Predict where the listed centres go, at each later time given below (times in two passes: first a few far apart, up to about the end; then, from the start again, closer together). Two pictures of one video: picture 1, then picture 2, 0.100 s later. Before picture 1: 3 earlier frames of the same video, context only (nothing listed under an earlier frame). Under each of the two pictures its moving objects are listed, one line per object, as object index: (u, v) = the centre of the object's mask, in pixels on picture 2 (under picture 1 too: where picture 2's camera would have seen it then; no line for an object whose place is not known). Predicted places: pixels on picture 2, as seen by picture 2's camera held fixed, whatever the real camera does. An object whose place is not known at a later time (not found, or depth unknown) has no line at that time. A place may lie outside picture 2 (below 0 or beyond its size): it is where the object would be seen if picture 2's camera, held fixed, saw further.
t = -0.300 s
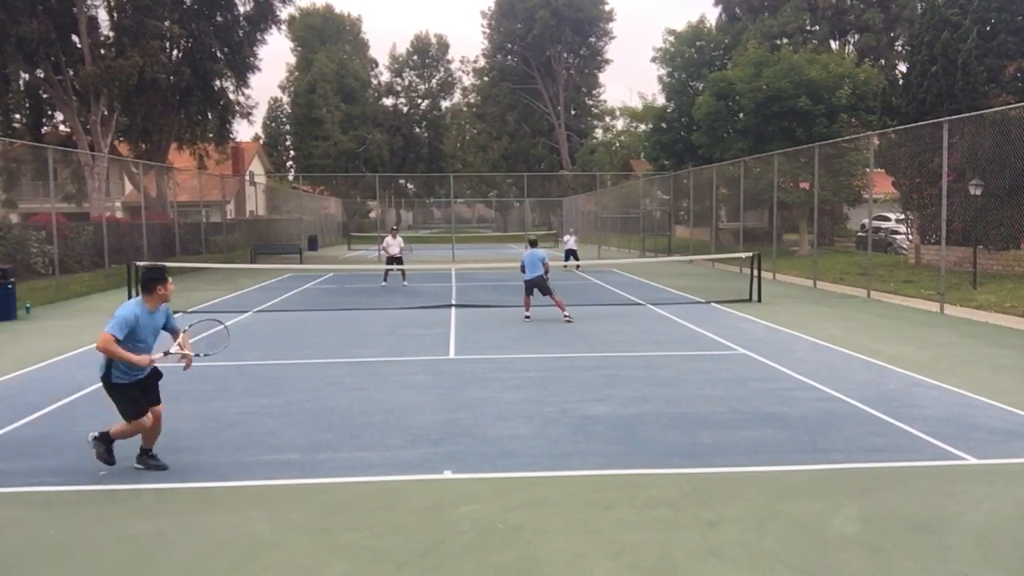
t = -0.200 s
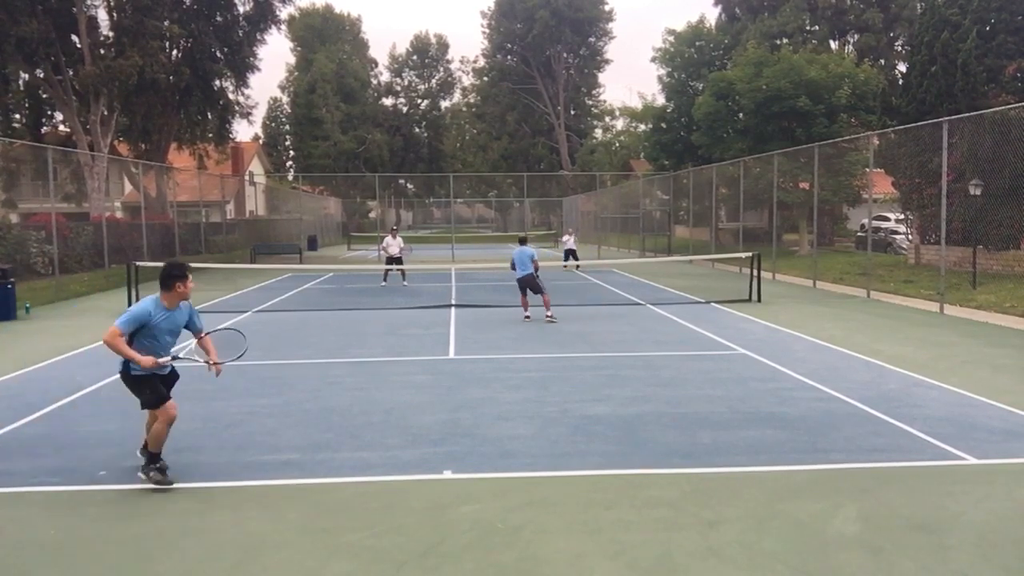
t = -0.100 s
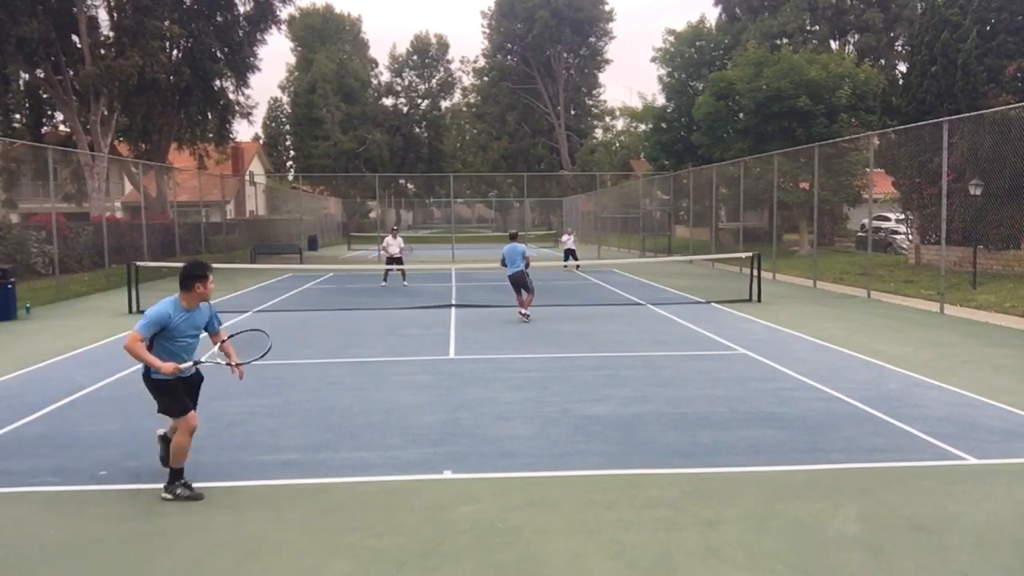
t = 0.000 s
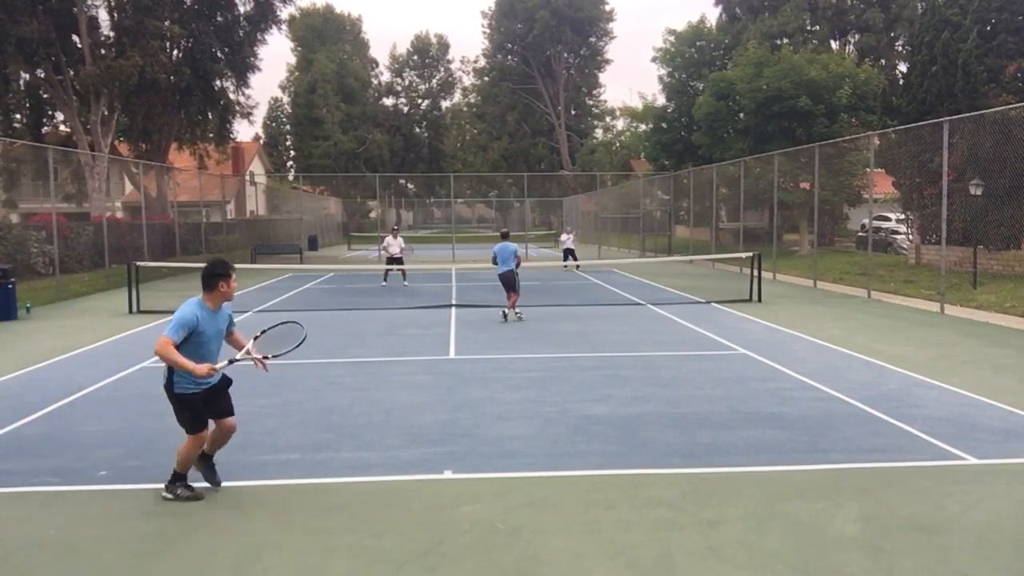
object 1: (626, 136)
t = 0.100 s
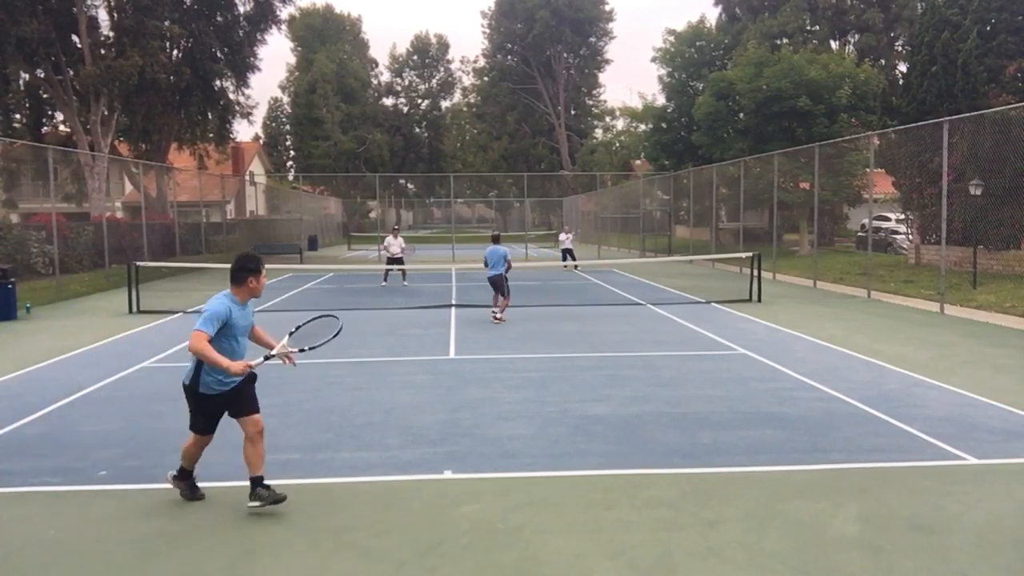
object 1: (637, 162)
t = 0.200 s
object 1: (651, 203)
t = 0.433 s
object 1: (695, 369)
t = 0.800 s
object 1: (769, 326)
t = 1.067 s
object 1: (837, 286)
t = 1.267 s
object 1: (905, 343)
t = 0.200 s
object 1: (651, 203)
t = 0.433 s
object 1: (695, 369)
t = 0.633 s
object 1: (736, 395)
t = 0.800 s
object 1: (769, 326)
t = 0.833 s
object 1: (775, 315)
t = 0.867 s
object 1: (783, 307)
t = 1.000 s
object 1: (818, 285)
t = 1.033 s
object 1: (827, 285)
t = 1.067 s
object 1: (837, 286)
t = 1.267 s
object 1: (905, 343)
